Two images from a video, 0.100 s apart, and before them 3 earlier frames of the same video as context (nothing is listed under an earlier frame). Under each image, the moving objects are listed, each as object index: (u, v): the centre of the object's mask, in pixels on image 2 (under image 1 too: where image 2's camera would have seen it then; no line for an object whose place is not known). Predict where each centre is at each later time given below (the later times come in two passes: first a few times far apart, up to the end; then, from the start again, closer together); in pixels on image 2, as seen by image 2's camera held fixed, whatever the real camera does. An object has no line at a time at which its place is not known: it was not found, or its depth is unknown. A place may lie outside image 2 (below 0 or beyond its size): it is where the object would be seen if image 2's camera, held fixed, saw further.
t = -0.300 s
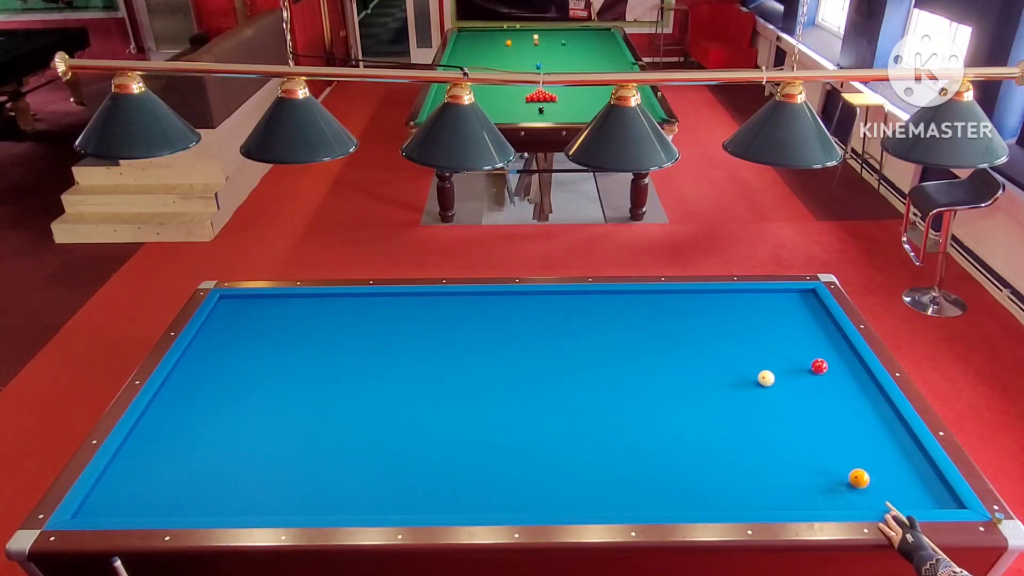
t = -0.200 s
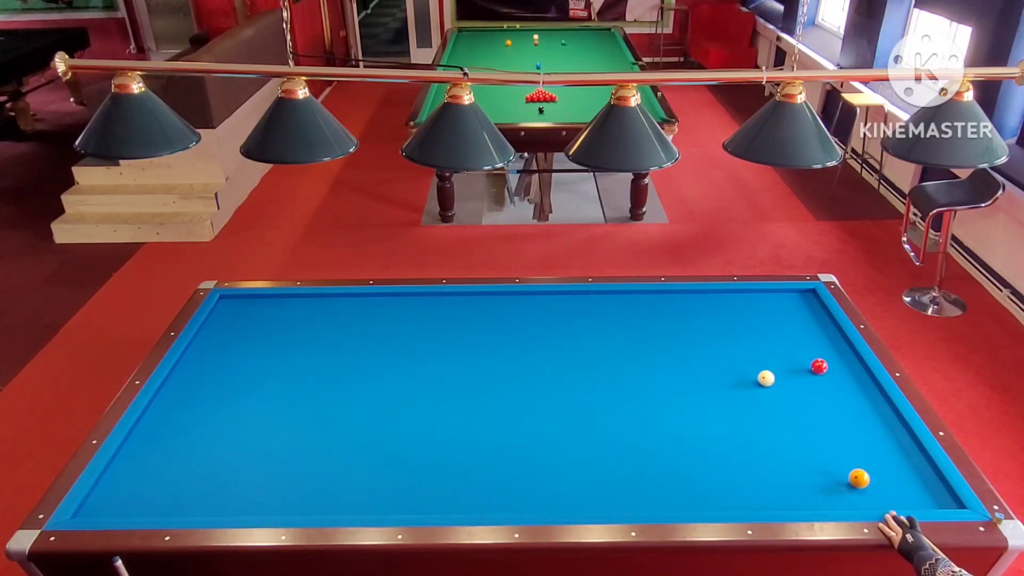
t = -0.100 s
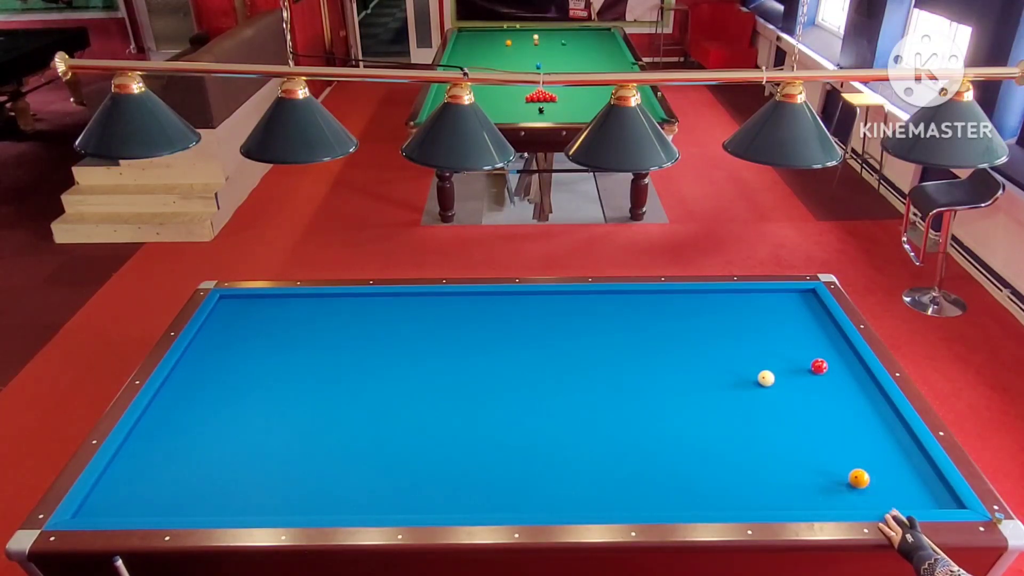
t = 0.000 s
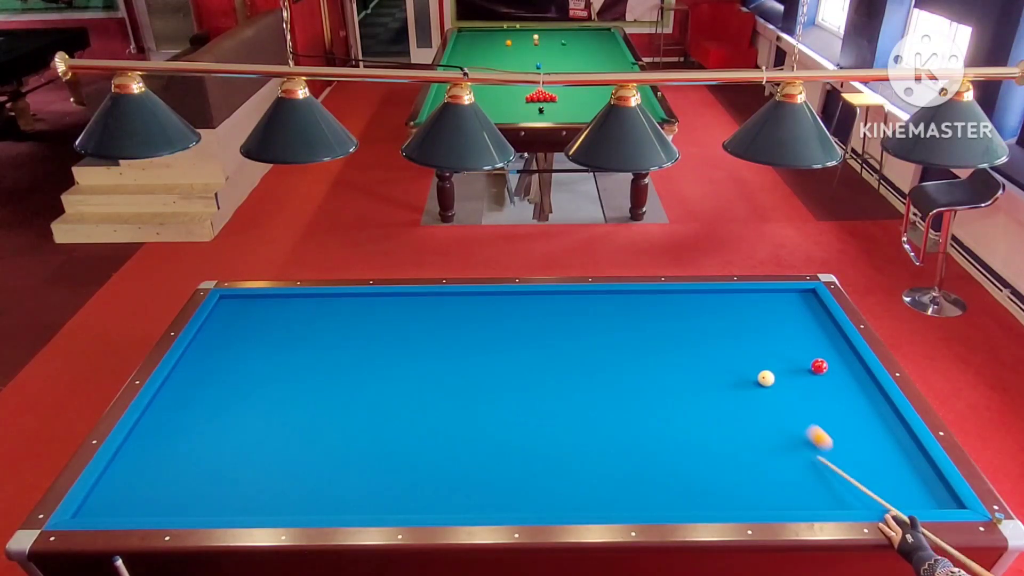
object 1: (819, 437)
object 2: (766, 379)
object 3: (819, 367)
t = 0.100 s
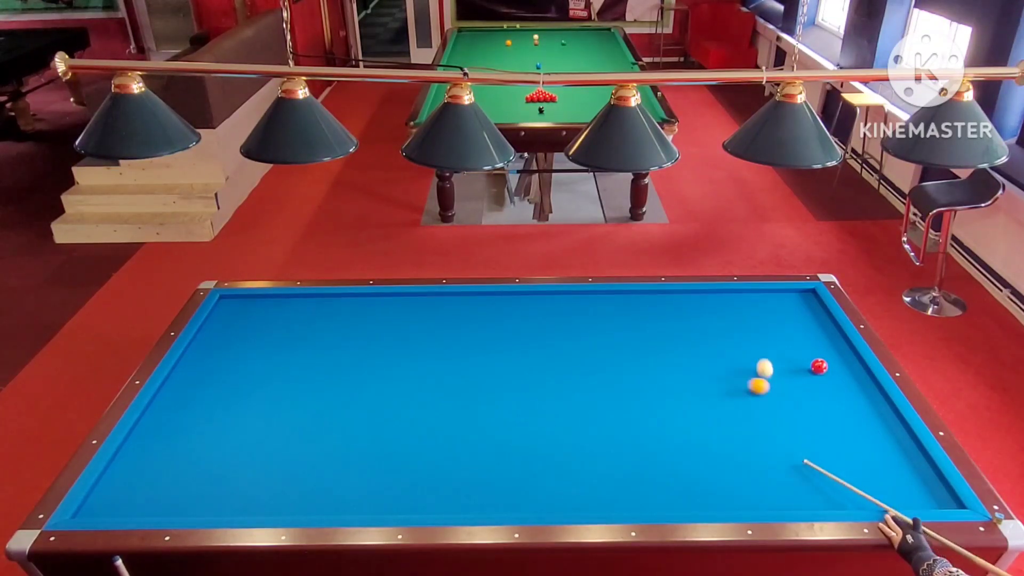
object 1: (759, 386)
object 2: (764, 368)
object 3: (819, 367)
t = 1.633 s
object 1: (231, 352)
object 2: (800, 422)
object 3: (899, 475)
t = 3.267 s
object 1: (580, 451)
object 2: (768, 484)
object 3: (766, 360)
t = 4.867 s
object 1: (837, 338)
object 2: (709, 436)
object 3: (692, 295)
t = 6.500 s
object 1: (682, 310)
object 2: (680, 413)
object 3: (678, 320)
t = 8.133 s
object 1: (616, 323)
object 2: (675, 409)
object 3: (644, 363)
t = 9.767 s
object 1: (572, 331)
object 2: (675, 409)
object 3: (617, 397)
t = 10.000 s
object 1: (568, 333)
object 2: (675, 409)
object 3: (614, 400)
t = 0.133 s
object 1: (742, 384)
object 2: (762, 354)
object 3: (819, 367)
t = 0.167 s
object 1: (726, 382)
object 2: (760, 340)
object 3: (819, 367)
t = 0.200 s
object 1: (710, 380)
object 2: (757, 327)
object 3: (819, 367)
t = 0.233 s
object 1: (695, 377)
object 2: (755, 315)
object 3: (819, 367)
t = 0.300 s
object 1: (664, 370)
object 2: (752, 293)
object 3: (819, 367)
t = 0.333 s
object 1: (649, 367)
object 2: (757, 298)
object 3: (819, 367)
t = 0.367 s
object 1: (635, 363)
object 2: (763, 306)
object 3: (819, 367)
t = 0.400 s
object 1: (620, 359)
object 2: (770, 313)
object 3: (819, 367)
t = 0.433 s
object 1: (606, 354)
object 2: (777, 321)
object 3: (819, 367)
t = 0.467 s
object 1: (593, 350)
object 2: (783, 329)
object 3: (819, 367)
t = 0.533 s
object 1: (566, 341)
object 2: (797, 344)
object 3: (819, 366)
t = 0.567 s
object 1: (553, 337)
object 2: (803, 351)
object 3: (819, 366)
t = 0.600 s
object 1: (541, 333)
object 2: (808, 358)
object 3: (821, 368)
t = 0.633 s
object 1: (528, 329)
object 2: (807, 359)
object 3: (829, 375)
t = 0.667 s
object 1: (516, 325)
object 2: (805, 360)
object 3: (837, 382)
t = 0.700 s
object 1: (504, 321)
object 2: (804, 361)
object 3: (846, 388)
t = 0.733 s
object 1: (492, 317)
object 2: (803, 362)
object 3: (855, 396)
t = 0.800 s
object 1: (469, 309)
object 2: (802, 366)
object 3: (871, 409)
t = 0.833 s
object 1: (458, 306)
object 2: (802, 368)
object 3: (879, 415)
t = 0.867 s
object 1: (447, 303)
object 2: (802, 370)
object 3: (887, 422)
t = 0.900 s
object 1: (436, 299)
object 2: (802, 373)
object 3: (894, 428)
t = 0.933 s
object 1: (426, 295)
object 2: (802, 375)
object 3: (901, 434)
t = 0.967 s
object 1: (413, 298)
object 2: (802, 377)
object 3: (908, 440)
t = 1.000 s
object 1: (400, 301)
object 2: (802, 379)
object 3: (913, 445)
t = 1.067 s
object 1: (373, 306)
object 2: (802, 383)
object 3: (915, 456)
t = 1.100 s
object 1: (360, 308)
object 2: (801, 386)
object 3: (918, 461)
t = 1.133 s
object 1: (347, 310)
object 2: (801, 388)
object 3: (919, 467)
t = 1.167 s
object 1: (334, 313)
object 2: (801, 390)
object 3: (921, 472)
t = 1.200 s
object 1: (320, 315)
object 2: (801, 392)
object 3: (923, 478)
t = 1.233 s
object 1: (307, 317)
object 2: (801, 395)
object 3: (925, 484)
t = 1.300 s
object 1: (279, 322)
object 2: (801, 399)
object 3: (929, 495)
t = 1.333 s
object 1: (266, 324)
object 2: (801, 401)
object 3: (931, 500)
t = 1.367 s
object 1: (252, 326)
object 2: (801, 404)
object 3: (933, 502)
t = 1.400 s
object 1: (238, 329)
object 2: (800, 406)
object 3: (926, 500)
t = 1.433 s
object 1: (223, 331)
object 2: (800, 408)
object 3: (922, 496)
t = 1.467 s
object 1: (209, 334)
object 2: (800, 410)
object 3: (918, 491)
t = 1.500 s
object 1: (200, 336)
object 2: (800, 413)
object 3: (914, 488)
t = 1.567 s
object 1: (216, 344)
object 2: (800, 417)
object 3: (906, 482)
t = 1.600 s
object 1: (224, 348)
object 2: (800, 420)
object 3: (902, 478)
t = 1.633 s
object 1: (231, 352)
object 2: (800, 422)
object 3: (899, 475)
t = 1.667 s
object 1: (238, 355)
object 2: (800, 424)
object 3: (895, 472)
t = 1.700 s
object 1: (245, 360)
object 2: (800, 427)
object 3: (891, 469)
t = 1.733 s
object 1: (251, 363)
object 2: (799, 429)
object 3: (888, 466)
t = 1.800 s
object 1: (261, 371)
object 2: (799, 434)
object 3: (881, 460)
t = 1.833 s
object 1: (267, 375)
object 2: (799, 436)
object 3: (877, 457)
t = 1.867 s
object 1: (272, 380)
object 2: (799, 439)
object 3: (874, 454)
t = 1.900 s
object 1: (278, 384)
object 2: (799, 441)
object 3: (871, 451)
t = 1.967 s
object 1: (289, 393)
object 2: (799, 446)
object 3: (864, 446)
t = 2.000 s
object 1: (295, 397)
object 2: (798, 449)
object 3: (861, 443)
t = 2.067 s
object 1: (307, 406)
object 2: (798, 454)
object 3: (855, 438)
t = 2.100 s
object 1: (313, 411)
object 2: (798, 456)
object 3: (852, 435)
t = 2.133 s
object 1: (319, 416)
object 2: (798, 459)
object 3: (849, 433)
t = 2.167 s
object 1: (326, 420)
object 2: (798, 461)
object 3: (846, 430)
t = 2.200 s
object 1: (332, 425)
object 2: (798, 463)
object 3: (843, 427)
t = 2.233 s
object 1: (339, 430)
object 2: (798, 466)
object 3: (840, 425)
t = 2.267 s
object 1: (345, 435)
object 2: (798, 469)
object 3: (837, 423)
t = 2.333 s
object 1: (359, 445)
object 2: (797, 474)
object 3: (831, 418)
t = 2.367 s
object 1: (366, 451)
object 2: (797, 476)
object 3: (829, 415)
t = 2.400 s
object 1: (373, 456)
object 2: (797, 479)
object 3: (826, 413)
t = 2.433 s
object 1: (380, 462)
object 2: (797, 481)
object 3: (823, 411)
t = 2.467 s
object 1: (388, 467)
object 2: (797, 484)
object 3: (820, 408)
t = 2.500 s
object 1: (395, 473)
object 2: (797, 487)
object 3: (818, 406)
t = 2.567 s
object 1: (411, 484)
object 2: (796, 492)
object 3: (813, 401)
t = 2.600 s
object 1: (418, 490)
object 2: (796, 494)
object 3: (810, 399)
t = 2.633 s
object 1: (426, 497)
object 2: (796, 497)
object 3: (808, 397)
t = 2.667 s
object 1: (435, 502)
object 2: (796, 500)
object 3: (805, 395)
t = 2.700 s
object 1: (443, 507)
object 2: (796, 502)
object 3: (803, 393)
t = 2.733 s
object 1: (452, 505)
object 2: (796, 503)
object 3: (800, 391)
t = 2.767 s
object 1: (461, 501)
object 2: (794, 504)
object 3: (798, 389)
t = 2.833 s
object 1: (478, 493)
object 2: (791, 502)
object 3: (793, 385)
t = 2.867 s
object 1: (486, 490)
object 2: (789, 500)
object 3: (791, 382)
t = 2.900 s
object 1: (495, 486)
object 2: (787, 499)
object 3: (789, 381)
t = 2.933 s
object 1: (503, 482)
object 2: (785, 498)
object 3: (787, 379)
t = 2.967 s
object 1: (511, 479)
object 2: (783, 496)
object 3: (784, 377)
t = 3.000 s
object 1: (519, 476)
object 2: (781, 495)
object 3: (782, 375)
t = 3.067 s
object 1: (535, 469)
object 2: (778, 492)
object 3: (778, 371)
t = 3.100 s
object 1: (543, 466)
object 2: (776, 491)
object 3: (776, 369)
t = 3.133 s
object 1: (551, 463)
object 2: (774, 489)
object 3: (774, 367)
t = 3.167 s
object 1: (558, 460)
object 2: (773, 488)
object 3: (772, 365)
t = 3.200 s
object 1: (565, 457)
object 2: (771, 487)
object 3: (770, 363)
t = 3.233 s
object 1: (573, 454)
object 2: (769, 485)
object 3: (768, 362)
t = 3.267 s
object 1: (580, 451)
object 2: (768, 484)
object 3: (766, 360)
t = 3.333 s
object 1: (594, 445)
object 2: (764, 481)
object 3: (762, 357)
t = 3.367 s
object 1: (602, 442)
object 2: (763, 480)
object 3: (760, 355)
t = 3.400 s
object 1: (608, 439)
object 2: (761, 479)
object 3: (758, 353)
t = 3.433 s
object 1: (615, 436)
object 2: (760, 478)
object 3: (756, 352)
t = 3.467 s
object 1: (622, 433)
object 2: (758, 476)
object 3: (754, 350)
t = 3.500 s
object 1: (629, 430)
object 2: (757, 475)
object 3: (752, 348)
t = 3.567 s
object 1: (642, 425)
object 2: (754, 473)
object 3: (749, 345)
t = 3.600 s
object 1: (648, 422)
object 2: (752, 472)
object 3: (747, 344)
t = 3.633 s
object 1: (655, 419)
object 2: (751, 470)
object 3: (745, 342)
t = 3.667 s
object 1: (661, 417)
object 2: (749, 469)
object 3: (744, 340)
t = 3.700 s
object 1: (667, 414)
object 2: (748, 468)
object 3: (742, 339)
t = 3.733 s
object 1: (673, 412)
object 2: (747, 467)
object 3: (740, 337)
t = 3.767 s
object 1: (680, 409)
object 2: (745, 466)
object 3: (738, 336)
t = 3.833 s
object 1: (692, 404)
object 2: (742, 464)
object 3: (735, 333)
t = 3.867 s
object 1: (698, 401)
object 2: (741, 463)
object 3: (733, 331)
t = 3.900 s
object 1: (703, 399)
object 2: (740, 462)
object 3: (732, 330)
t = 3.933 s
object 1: (709, 396)
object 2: (739, 461)
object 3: (730, 328)
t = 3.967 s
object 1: (715, 394)
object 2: (737, 460)
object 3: (729, 327)
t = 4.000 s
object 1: (721, 392)
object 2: (736, 459)
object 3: (727, 326)
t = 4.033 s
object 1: (726, 389)
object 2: (735, 458)
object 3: (726, 325)
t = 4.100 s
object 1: (737, 385)
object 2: (732, 456)
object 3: (723, 322)
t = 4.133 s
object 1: (743, 383)
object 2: (731, 455)
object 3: (721, 321)
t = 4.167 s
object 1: (748, 380)
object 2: (730, 454)
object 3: (720, 319)
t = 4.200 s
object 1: (753, 378)
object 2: (729, 453)
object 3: (718, 318)
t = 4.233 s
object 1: (759, 376)
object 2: (728, 452)
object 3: (717, 317)
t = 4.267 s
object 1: (764, 374)
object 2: (727, 451)
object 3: (715, 315)
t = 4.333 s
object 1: (774, 370)
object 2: (724, 449)
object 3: (712, 313)
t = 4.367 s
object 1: (779, 367)
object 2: (723, 448)
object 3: (711, 312)
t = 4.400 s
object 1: (784, 366)
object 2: (722, 448)
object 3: (710, 310)
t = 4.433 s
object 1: (789, 363)
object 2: (721, 447)
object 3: (708, 309)
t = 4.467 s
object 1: (794, 361)
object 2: (720, 446)
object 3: (707, 308)
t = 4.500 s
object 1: (799, 359)
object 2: (719, 445)
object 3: (706, 307)
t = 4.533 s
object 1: (804, 357)
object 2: (718, 444)
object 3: (704, 306)
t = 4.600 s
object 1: (813, 353)
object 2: (716, 442)
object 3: (702, 303)
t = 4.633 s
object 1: (818, 352)
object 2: (715, 442)
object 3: (700, 302)
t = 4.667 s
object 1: (822, 350)
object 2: (714, 441)
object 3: (699, 301)
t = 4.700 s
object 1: (827, 348)
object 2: (713, 440)
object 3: (698, 300)
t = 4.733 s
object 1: (832, 346)
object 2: (712, 439)
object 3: (697, 299)
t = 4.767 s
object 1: (836, 344)
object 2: (711, 438)
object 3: (695, 298)
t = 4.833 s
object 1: (842, 340)
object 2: (710, 437)
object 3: (693, 296)
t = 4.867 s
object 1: (837, 338)
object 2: (709, 436)
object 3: (692, 295)
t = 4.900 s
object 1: (831, 336)
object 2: (708, 436)
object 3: (691, 294)
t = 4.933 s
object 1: (827, 334)
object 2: (707, 435)
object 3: (690, 294)
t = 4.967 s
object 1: (822, 332)
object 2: (706, 434)
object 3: (690, 294)
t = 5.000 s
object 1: (818, 331)
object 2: (705, 434)
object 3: (690, 295)
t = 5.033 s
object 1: (813, 329)
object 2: (704, 433)
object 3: (689, 295)
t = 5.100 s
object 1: (805, 325)
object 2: (703, 432)
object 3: (689, 297)
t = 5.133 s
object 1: (801, 323)
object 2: (702, 431)
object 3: (689, 297)
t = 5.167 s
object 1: (796, 322)
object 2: (701, 430)
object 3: (689, 298)
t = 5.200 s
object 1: (792, 320)
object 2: (701, 430)
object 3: (688, 299)
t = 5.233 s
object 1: (788, 318)
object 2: (700, 429)
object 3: (688, 299)
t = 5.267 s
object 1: (784, 317)
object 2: (699, 429)
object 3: (688, 300)
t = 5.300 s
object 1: (780, 315)
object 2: (698, 428)
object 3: (688, 300)
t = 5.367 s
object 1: (772, 312)
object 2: (697, 427)
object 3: (687, 301)
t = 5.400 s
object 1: (768, 310)
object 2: (696, 426)
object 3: (687, 302)
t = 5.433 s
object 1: (765, 308)
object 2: (696, 426)
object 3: (687, 303)
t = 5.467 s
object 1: (761, 307)
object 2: (695, 425)
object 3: (686, 303)
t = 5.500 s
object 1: (757, 305)
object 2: (694, 425)
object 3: (686, 304)
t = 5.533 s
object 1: (753, 303)
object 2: (694, 424)
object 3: (686, 304)
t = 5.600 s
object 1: (746, 300)
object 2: (693, 423)
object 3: (685, 305)
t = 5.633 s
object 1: (743, 299)
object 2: (692, 423)
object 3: (685, 306)
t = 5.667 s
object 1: (739, 297)
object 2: (691, 422)
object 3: (685, 307)
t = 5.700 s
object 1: (735, 296)
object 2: (691, 422)
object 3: (685, 307)
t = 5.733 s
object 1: (732, 294)
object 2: (690, 421)
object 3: (685, 308)
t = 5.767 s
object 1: (729, 293)
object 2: (690, 421)
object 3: (684, 308)
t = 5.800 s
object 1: (726, 293)
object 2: (689, 420)
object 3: (684, 308)
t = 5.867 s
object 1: (721, 295)
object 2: (688, 419)
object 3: (684, 309)
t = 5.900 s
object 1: (720, 296)
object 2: (688, 419)
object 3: (684, 310)
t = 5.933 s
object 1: (717, 297)
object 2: (687, 419)
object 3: (683, 310)
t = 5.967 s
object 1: (715, 298)
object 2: (686, 418)
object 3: (683, 311)
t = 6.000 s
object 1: (713, 299)
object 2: (686, 418)
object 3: (683, 311)
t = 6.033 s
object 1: (711, 300)
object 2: (686, 418)
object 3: (683, 312)
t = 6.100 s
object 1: (706, 302)
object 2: (685, 417)
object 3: (682, 313)
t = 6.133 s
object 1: (704, 303)
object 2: (684, 417)
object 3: (682, 313)
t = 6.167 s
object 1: (702, 303)
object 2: (684, 416)
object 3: (682, 314)
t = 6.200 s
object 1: (700, 304)
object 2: (683, 416)
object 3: (682, 314)
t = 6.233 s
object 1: (698, 305)
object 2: (683, 415)
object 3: (681, 315)
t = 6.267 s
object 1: (696, 306)
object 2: (682, 415)
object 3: (681, 315)
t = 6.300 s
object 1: (694, 307)
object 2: (682, 415)
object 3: (681, 316)
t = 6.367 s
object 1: (690, 308)
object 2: (681, 414)
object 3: (680, 317)
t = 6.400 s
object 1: (687, 309)
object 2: (681, 414)
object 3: (680, 317)
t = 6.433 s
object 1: (686, 309)
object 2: (681, 414)
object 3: (680, 318)
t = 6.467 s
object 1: (684, 309)
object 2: (680, 413)
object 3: (679, 319)
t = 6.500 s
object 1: (682, 310)
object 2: (680, 413)
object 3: (678, 320)
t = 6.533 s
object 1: (680, 310)
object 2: (680, 413)
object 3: (677, 320)
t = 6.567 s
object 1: (679, 311)
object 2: (679, 413)
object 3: (677, 321)
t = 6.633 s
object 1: (676, 311)
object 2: (679, 412)
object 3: (675, 323)
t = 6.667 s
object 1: (674, 312)
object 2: (678, 412)
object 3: (675, 324)
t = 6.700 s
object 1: (672, 312)
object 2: (678, 411)
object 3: (674, 325)
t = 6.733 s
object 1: (671, 313)
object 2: (678, 411)
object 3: (673, 326)
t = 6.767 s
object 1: (670, 313)
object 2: (678, 411)
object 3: (672, 327)
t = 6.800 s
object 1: (668, 314)
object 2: (677, 411)
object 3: (671, 327)
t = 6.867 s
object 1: (665, 314)
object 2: (677, 411)
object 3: (670, 329)
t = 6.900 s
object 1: (664, 314)
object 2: (677, 411)
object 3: (669, 330)
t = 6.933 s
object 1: (662, 315)
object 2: (677, 410)
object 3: (669, 331)
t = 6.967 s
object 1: (660, 315)
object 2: (677, 410)
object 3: (668, 332)
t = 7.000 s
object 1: (659, 315)
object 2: (676, 410)
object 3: (667, 333)
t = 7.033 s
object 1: (657, 315)
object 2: (676, 410)
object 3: (666, 334)
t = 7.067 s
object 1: (656, 316)
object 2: (676, 410)
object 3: (666, 335)
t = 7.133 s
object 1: (653, 316)
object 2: (676, 410)
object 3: (664, 337)
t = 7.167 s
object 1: (652, 316)
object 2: (676, 410)
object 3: (664, 338)
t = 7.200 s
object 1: (650, 317)
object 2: (675, 409)
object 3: (663, 339)
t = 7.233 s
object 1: (649, 317)
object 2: (675, 409)
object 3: (662, 340)
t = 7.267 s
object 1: (648, 317)
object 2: (675, 409)
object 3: (661, 340)
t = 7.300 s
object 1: (646, 317)
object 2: (675, 409)
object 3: (661, 341)
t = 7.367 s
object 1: (644, 318)
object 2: (675, 409)
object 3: (659, 343)
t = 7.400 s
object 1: (642, 318)
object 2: (675, 409)
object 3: (659, 344)
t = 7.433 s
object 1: (641, 318)
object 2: (675, 409)
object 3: (658, 345)
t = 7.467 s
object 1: (640, 318)
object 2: (675, 409)
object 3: (657, 346)
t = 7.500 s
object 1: (639, 319)
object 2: (675, 409)
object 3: (656, 347)
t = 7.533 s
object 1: (637, 319)
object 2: (675, 409)
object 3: (656, 347)
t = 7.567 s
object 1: (636, 319)
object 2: (675, 409)
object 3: (655, 348)
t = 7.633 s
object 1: (633, 320)
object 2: (675, 409)
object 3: (654, 350)
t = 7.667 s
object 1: (632, 320)
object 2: (675, 409)
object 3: (653, 351)
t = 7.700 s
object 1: (631, 320)
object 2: (675, 409)
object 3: (652, 352)
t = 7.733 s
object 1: (630, 320)
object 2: (675, 409)
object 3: (652, 353)
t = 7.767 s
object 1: (629, 320)
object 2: (675, 409)
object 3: (651, 354)
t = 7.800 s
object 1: (627, 321)
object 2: (675, 409)
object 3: (650, 354)
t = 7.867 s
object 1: (625, 321)
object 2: (675, 409)
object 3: (649, 356)
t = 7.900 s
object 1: (624, 321)
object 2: (675, 409)
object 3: (648, 357)
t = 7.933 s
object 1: (623, 321)
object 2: (675, 409)
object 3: (648, 358)
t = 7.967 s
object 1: (621, 322)
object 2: (675, 409)
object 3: (647, 359)
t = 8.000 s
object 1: (620, 322)
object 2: (675, 409)
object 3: (646, 359)
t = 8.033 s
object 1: (619, 322)
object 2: (675, 409)
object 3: (646, 360)
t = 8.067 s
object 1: (618, 322)
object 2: (675, 409)
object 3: (645, 361)
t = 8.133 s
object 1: (616, 323)
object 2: (675, 409)
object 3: (644, 363)
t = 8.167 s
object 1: (614, 323)
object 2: (675, 409)
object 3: (644, 363)
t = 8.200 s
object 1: (613, 323)
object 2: (675, 409)
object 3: (643, 364)
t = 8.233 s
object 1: (612, 323)
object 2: (675, 409)
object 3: (642, 365)
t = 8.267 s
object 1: (611, 324)
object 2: (675, 409)
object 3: (642, 366)
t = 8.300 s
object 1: (610, 324)
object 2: (675, 409)
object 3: (641, 367)
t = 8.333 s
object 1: (609, 324)
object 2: (675, 409)
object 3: (641, 367)
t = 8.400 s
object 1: (607, 324)
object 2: (675, 409)
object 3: (639, 369)
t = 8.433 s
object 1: (606, 325)
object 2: (675, 409)
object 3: (639, 370)
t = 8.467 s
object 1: (605, 325)
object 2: (675, 409)
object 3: (638, 371)
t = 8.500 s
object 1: (604, 325)
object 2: (675, 409)
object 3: (638, 371)
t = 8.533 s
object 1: (603, 325)
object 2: (675, 409)
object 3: (637, 372)
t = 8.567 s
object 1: (602, 325)
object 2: (675, 409)
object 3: (636, 373)
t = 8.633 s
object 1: (600, 326)
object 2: (675, 409)
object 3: (635, 374)
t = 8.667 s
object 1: (599, 326)
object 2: (675, 409)
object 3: (634, 375)
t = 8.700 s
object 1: (598, 326)
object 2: (675, 409)
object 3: (634, 376)
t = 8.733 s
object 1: (597, 326)
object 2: (675, 409)
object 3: (633, 377)
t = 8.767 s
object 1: (596, 326)
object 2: (675, 409)
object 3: (633, 377)
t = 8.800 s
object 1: (595, 327)
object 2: (675, 409)
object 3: (632, 378)
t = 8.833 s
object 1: (594, 327)
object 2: (675, 409)
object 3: (631, 379)
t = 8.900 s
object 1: (592, 327)
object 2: (675, 409)
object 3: (630, 380)
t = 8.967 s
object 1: (591, 327)
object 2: (675, 409)
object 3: (629, 381)
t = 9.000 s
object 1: (590, 328)
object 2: (675, 409)
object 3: (629, 382)
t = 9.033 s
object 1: (589, 328)
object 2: (675, 409)
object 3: (628, 383)
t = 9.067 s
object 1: (588, 328)
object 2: (675, 409)
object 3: (627, 384)
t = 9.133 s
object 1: (586, 328)
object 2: (675, 409)
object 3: (626, 385)
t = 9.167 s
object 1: (585, 328)
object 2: (675, 409)
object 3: (626, 386)
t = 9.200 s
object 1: (585, 329)
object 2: (675, 409)
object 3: (625, 386)
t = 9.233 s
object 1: (584, 329)
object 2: (675, 409)
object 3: (625, 387)
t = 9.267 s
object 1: (583, 329)
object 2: (675, 409)
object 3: (625, 387)
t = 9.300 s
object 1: (582, 329)
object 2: (675, 409)
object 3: (624, 388)
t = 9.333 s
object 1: (582, 329)
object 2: (675, 409)
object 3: (623, 389)
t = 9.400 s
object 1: (580, 330)
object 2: (675, 409)
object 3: (623, 390)
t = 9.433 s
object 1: (579, 330)
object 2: (675, 409)
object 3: (622, 391)
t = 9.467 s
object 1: (579, 330)
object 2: (675, 409)
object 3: (621, 391)
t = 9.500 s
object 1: (578, 330)
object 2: (675, 409)
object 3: (621, 392)
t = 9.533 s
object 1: (577, 330)
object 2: (675, 409)
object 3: (621, 393)
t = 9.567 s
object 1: (577, 330)
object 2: (675, 409)
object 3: (620, 393)
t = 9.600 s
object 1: (576, 331)
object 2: (675, 409)
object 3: (620, 394)
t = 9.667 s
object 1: (574, 331)
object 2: (675, 409)
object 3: (619, 395)
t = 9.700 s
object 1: (574, 331)
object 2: (675, 409)
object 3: (618, 396)
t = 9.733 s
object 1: (573, 331)
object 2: (675, 409)
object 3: (618, 396)
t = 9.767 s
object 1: (572, 331)
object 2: (675, 409)
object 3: (617, 397)
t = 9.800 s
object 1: (572, 332)
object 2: (675, 409)
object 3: (617, 397)
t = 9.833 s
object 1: (571, 332)
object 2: (675, 409)
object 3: (616, 398)
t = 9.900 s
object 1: (570, 332)
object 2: (675, 409)
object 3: (616, 399)
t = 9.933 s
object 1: (570, 332)
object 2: (675, 409)
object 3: (615, 399)
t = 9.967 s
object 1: (569, 332)
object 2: (675, 409)
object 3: (615, 400)
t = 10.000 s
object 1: (568, 333)
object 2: (675, 409)
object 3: (614, 400)
